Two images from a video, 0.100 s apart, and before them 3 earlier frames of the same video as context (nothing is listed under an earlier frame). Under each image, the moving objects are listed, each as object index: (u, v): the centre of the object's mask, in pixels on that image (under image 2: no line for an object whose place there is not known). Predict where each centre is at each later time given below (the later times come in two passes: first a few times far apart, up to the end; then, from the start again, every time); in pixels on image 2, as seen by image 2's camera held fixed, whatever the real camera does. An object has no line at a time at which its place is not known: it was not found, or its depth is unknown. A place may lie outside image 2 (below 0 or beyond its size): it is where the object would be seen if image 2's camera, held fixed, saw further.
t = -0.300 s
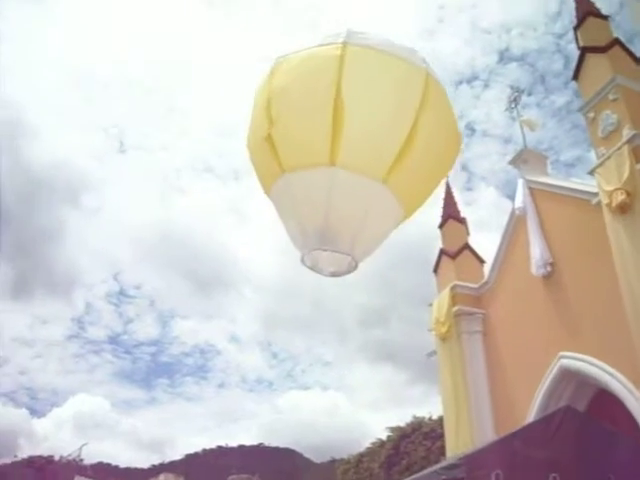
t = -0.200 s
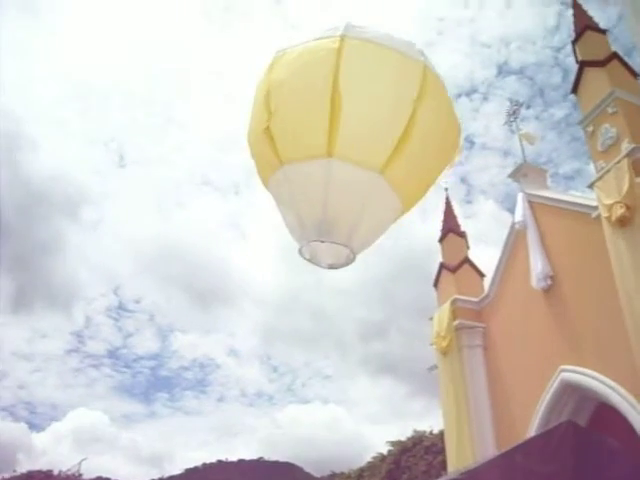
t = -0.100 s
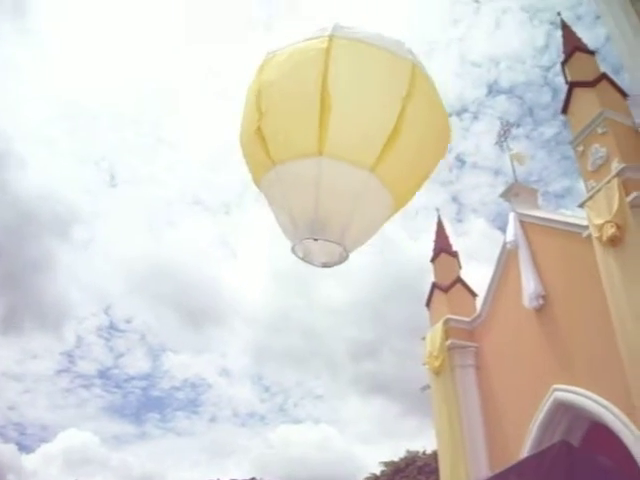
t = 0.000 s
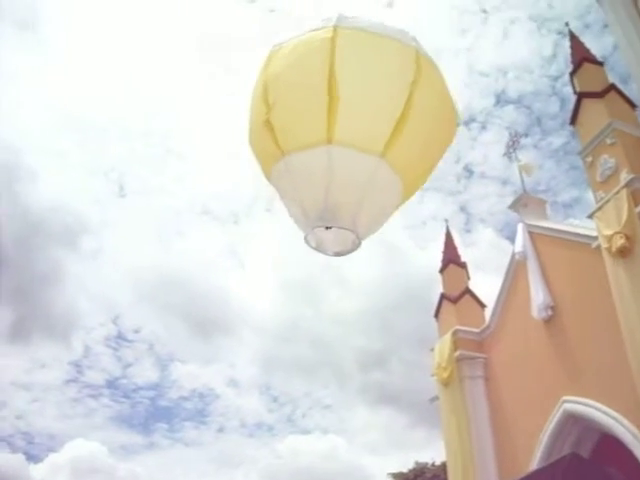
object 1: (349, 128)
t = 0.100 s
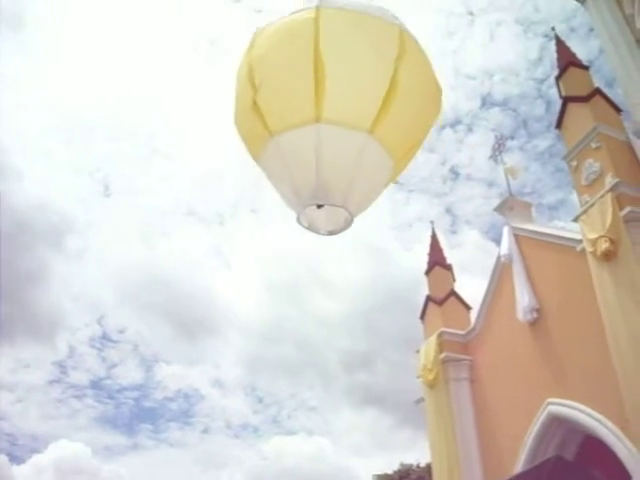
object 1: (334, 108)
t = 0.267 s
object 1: (329, 71)
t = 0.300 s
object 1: (329, 64)
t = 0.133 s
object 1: (333, 100)
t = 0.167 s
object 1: (333, 92)
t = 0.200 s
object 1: (331, 85)
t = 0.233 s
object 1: (330, 77)
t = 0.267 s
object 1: (329, 71)
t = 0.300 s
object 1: (329, 64)
